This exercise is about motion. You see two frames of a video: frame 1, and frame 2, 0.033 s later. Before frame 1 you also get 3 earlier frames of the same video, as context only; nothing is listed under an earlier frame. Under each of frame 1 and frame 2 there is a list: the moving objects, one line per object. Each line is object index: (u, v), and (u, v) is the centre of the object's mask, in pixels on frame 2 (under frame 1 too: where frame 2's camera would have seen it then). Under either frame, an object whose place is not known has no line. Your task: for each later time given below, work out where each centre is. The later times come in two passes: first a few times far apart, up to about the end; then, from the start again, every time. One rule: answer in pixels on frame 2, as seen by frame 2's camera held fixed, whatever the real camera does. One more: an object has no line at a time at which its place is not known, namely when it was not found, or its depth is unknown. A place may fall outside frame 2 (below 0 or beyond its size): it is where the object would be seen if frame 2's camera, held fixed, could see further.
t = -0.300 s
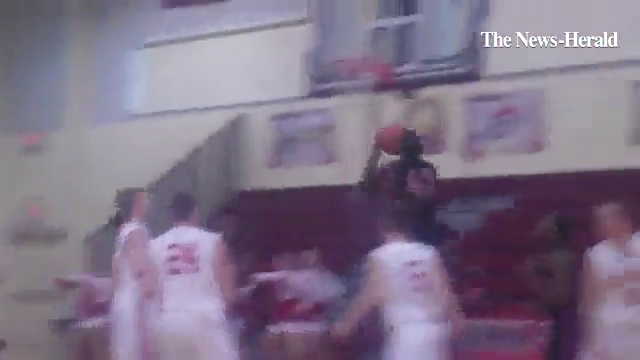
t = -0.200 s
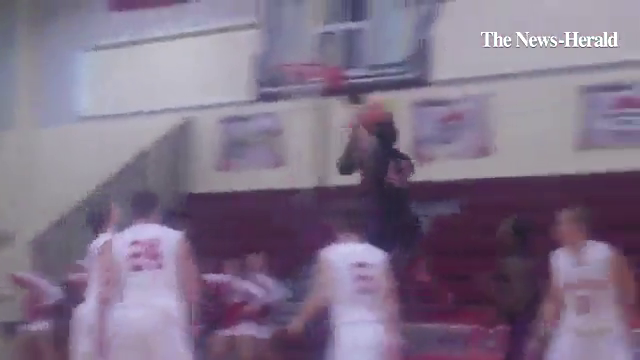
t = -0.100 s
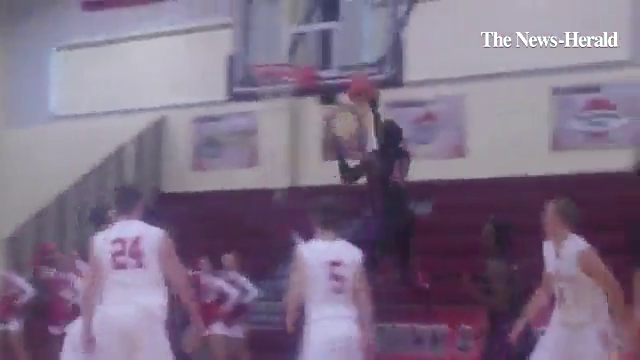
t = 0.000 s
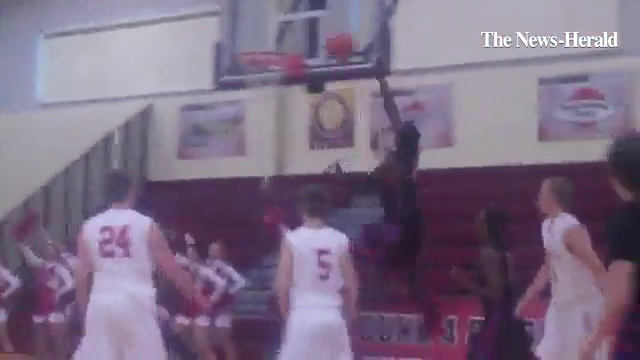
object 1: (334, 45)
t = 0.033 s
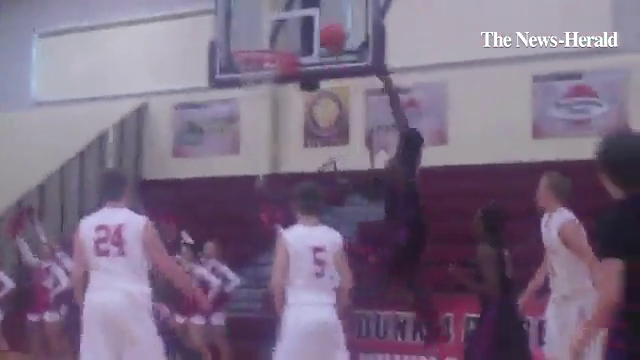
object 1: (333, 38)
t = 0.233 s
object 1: (311, 19)
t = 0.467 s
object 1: (258, 39)
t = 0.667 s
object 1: (249, 50)
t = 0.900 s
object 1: (266, 58)
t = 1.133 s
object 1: (274, 85)
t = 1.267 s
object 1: (261, 94)
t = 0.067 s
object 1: (330, 30)
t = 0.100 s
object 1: (329, 26)
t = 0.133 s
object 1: (326, 23)
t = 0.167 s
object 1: (324, 22)
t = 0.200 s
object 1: (320, 21)
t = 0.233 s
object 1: (311, 19)
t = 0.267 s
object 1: (302, 19)
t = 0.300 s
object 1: (293, 22)
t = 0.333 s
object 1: (285, 25)
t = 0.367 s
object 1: (275, 32)
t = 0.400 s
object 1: (265, 36)
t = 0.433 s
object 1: (261, 38)
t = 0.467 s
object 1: (258, 39)
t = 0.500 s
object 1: (252, 41)
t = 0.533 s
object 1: (248, 45)
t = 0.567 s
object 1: (246, 47)
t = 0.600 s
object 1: (246, 46)
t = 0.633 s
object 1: (248, 47)
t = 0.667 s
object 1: (249, 50)
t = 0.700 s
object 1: (250, 51)
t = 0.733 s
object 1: (252, 52)
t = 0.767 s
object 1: (255, 52)
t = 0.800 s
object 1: (257, 53)
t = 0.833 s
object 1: (259, 55)
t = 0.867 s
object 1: (265, 56)
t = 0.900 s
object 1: (266, 58)
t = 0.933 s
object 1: (266, 60)
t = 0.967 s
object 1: (266, 60)
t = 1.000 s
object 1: (280, 67)
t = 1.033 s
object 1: (285, 66)
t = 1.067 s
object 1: (277, 77)
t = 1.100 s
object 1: (275, 79)
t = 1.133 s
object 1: (274, 85)
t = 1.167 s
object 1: (270, 85)
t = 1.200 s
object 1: (266, 87)
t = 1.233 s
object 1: (263, 93)
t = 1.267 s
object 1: (261, 94)
